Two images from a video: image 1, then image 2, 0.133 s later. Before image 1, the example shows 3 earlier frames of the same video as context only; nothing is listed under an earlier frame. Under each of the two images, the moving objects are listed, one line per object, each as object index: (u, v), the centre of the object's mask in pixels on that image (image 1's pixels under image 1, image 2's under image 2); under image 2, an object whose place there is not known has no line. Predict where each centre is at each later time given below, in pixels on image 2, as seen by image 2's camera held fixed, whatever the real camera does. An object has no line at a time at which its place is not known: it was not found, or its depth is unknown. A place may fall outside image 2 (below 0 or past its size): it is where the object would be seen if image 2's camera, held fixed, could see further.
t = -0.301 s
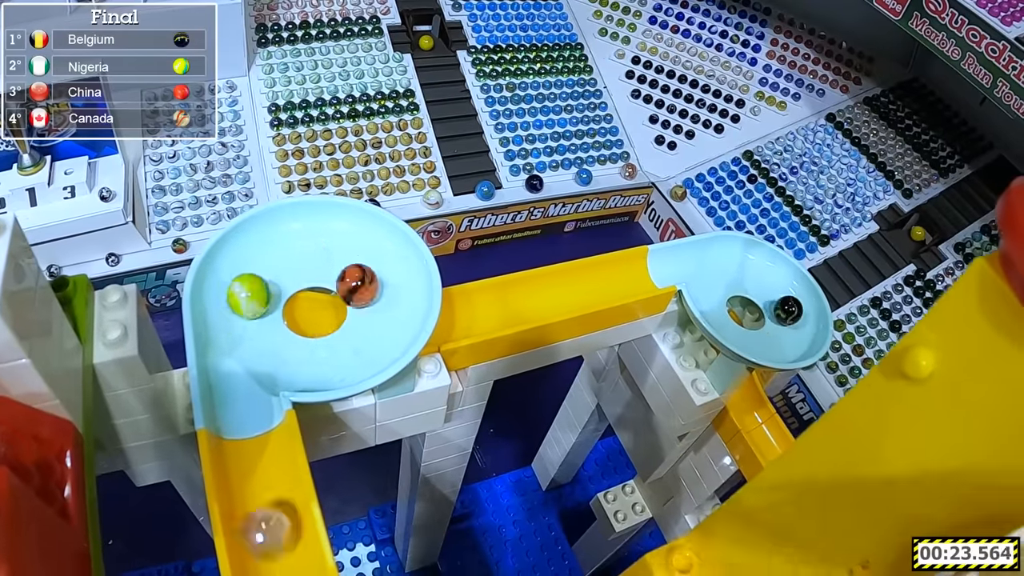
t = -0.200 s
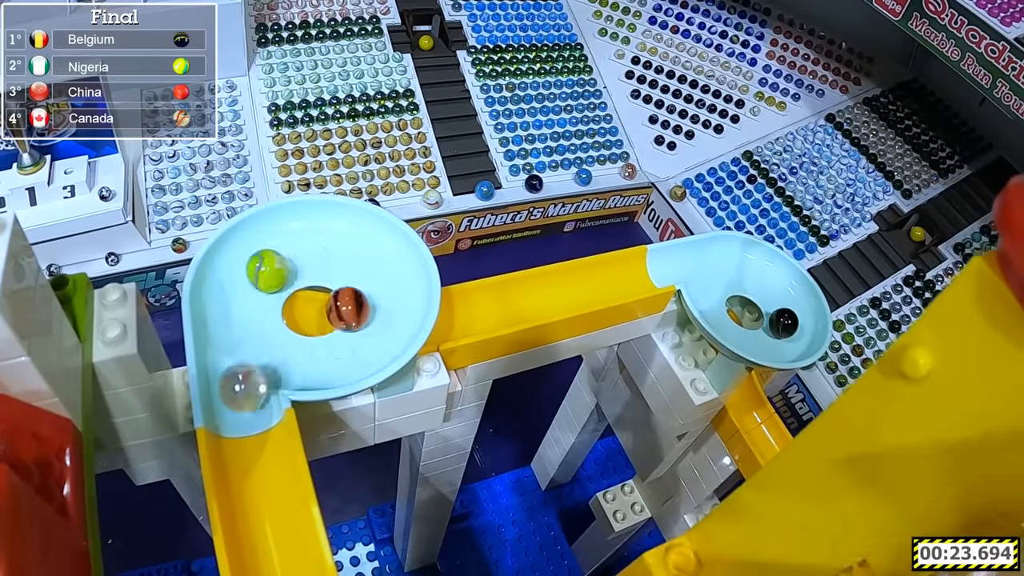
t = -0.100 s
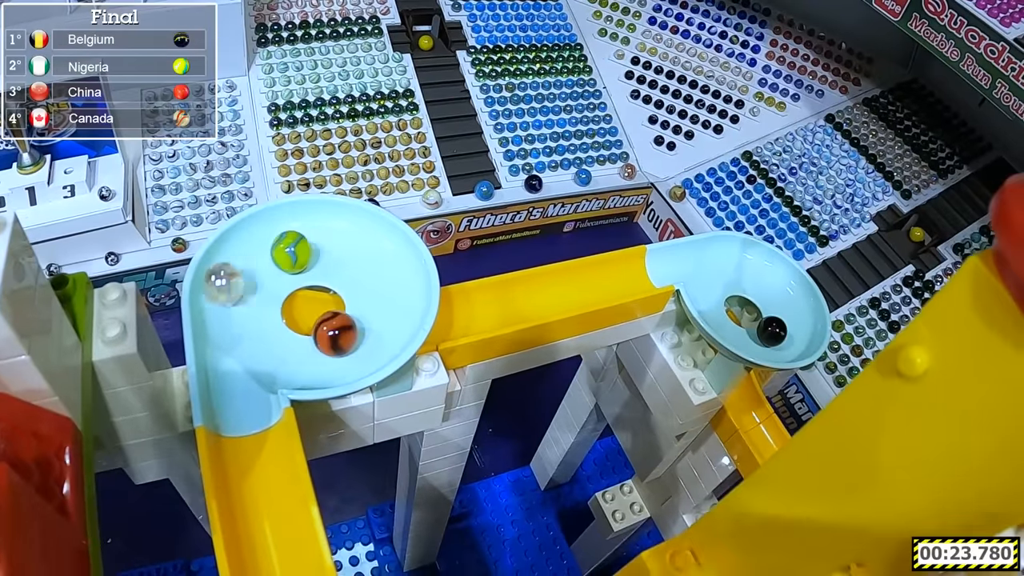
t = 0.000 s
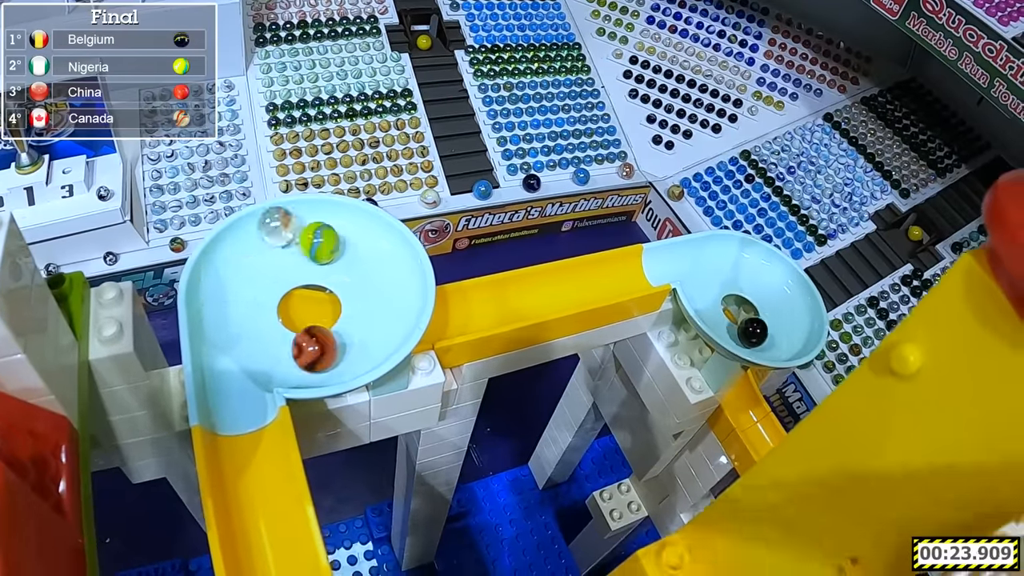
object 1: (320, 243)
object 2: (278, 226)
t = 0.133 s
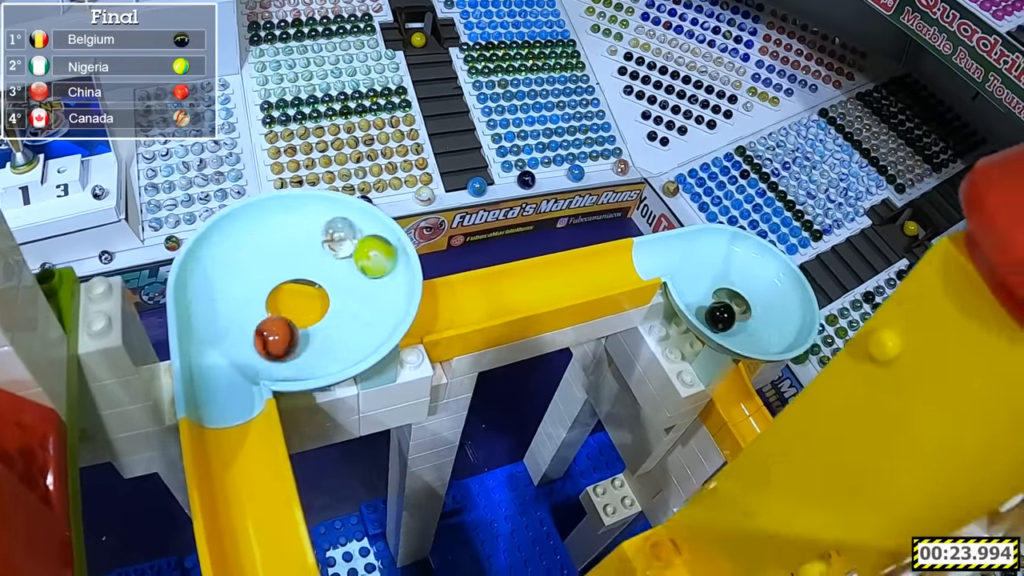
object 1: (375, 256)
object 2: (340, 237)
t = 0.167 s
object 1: (384, 267)
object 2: (351, 247)
